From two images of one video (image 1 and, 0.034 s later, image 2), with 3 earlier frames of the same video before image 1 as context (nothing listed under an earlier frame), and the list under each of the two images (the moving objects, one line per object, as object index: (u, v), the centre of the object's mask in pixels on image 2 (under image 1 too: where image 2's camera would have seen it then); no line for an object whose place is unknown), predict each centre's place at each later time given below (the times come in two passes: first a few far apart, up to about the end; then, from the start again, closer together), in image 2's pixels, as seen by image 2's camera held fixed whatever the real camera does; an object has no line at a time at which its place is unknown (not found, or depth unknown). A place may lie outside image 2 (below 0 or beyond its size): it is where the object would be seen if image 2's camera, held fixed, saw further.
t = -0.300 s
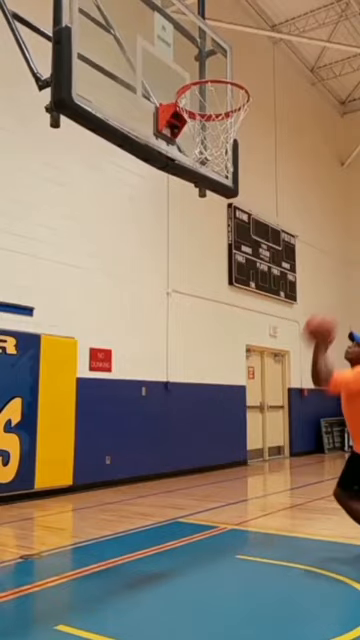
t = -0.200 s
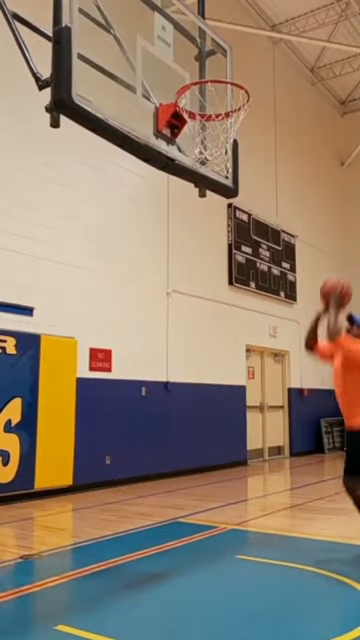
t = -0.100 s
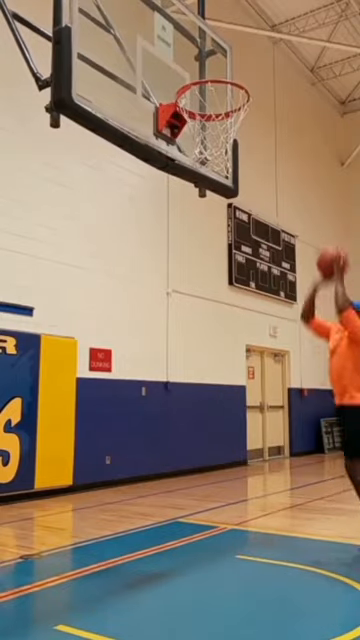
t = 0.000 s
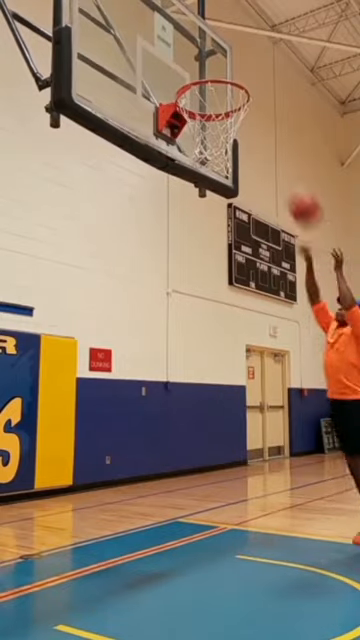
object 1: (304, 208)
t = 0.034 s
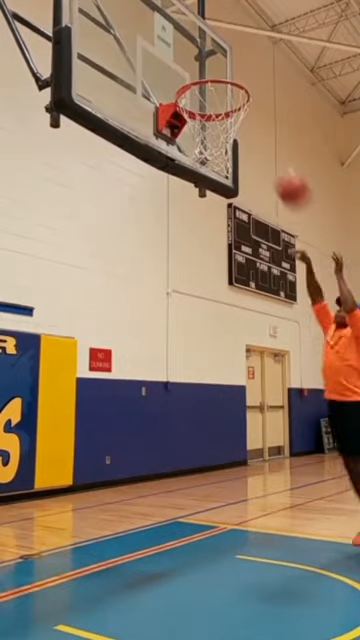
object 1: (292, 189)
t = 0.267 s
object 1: (209, 99)
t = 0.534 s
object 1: (224, 93)
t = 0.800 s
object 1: (225, 153)
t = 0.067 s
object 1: (280, 174)
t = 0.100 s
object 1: (270, 159)
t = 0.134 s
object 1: (257, 145)
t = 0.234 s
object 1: (223, 103)
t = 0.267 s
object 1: (209, 99)
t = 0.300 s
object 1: (209, 98)
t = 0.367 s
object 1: (212, 93)
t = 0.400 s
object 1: (214, 90)
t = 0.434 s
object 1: (216, 89)
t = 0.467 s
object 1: (218, 88)
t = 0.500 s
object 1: (222, 90)
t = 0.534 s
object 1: (224, 93)
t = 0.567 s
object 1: (225, 97)
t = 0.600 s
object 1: (230, 104)
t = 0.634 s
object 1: (232, 114)
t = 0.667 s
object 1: (233, 121)
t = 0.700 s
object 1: (231, 132)
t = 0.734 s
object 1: (229, 138)
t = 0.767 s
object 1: (227, 145)
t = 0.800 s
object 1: (225, 153)
